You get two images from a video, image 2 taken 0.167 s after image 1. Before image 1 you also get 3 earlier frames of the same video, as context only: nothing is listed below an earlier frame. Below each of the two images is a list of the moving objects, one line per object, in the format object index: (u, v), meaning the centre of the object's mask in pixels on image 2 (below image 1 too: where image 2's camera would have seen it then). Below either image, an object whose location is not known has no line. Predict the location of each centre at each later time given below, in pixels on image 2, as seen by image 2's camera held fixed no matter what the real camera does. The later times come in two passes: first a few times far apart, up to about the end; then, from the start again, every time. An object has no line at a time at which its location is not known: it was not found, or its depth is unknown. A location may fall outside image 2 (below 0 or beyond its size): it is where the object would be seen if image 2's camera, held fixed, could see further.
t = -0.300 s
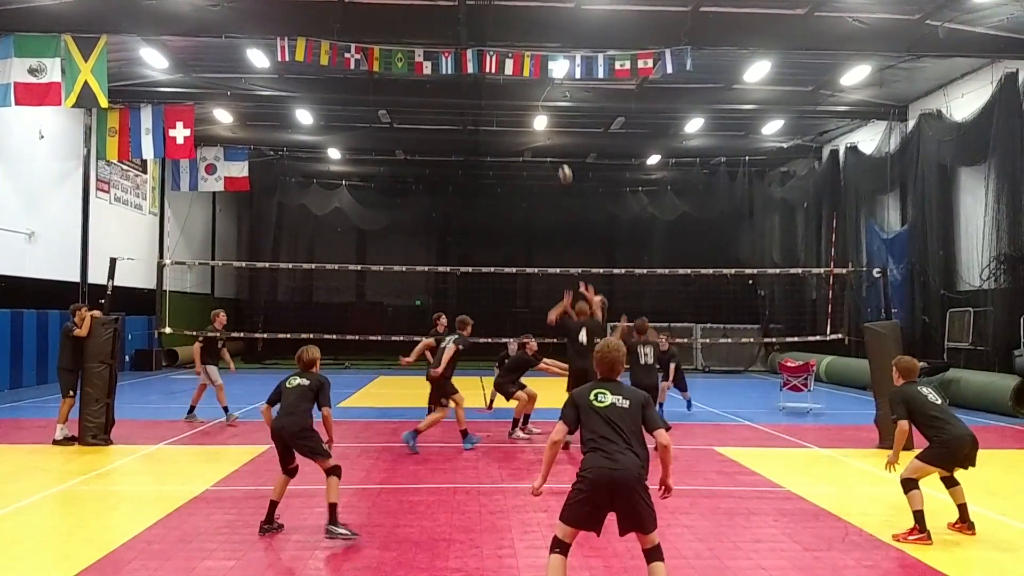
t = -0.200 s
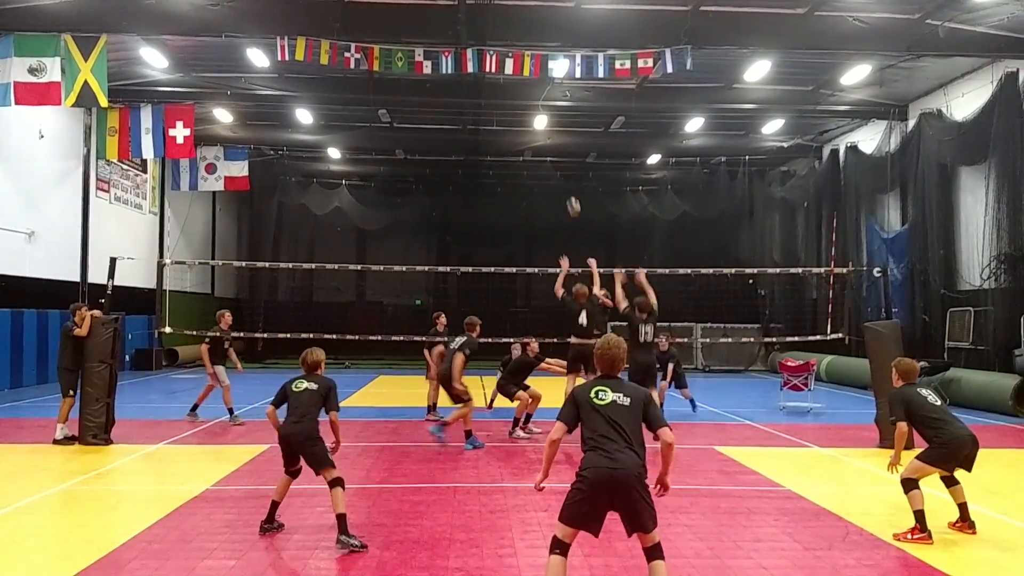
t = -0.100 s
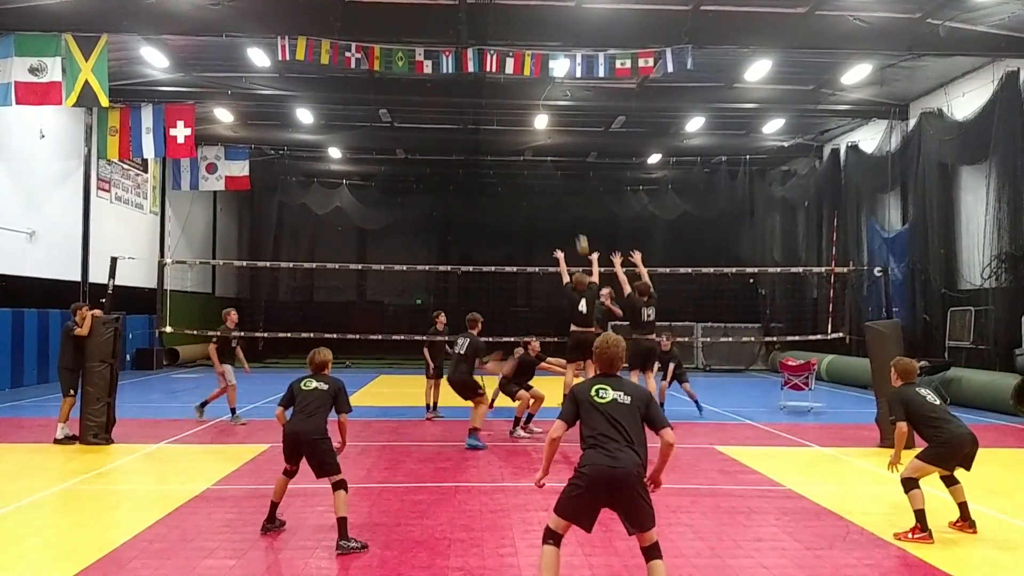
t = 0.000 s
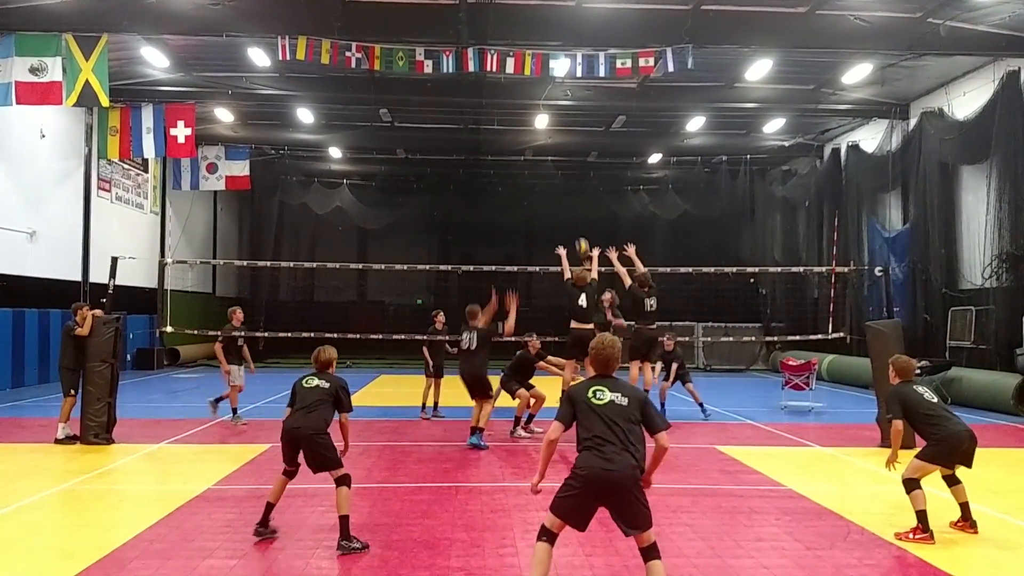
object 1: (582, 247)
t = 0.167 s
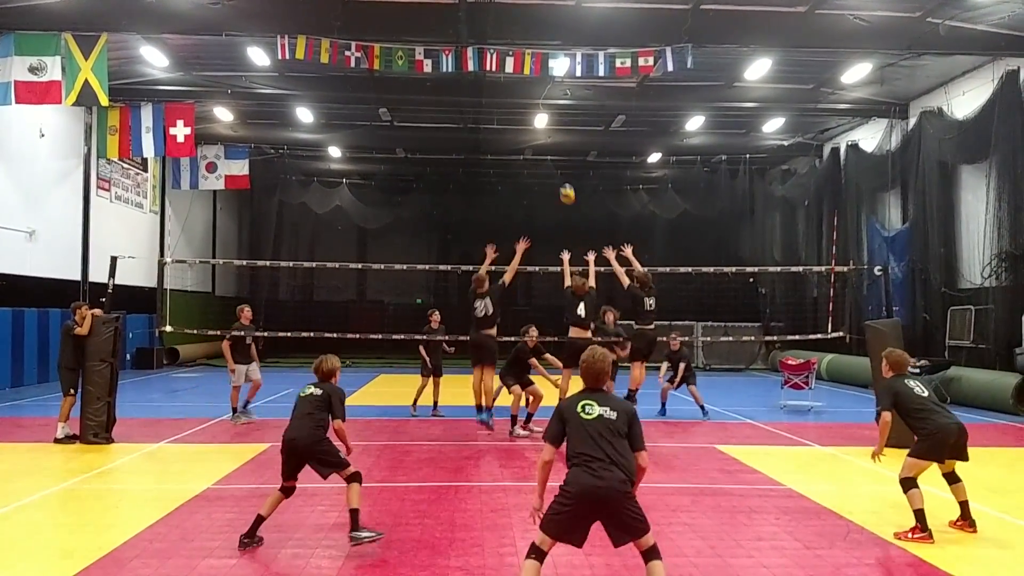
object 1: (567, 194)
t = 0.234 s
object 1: (560, 174)
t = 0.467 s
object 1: (526, 120)
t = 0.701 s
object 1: (482, 103)
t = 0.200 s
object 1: (564, 184)
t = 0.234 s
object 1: (560, 174)
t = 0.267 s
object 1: (556, 165)
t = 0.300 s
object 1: (552, 157)
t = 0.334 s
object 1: (548, 148)
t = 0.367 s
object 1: (543, 142)
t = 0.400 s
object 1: (538, 136)
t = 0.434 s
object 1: (533, 129)
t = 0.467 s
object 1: (526, 120)
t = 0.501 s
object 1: (522, 115)
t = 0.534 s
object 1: (517, 112)
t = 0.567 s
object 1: (510, 108)
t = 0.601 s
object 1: (504, 105)
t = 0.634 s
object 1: (497, 104)
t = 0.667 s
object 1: (490, 103)
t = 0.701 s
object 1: (482, 103)
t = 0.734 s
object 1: (474, 105)
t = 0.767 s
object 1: (464, 109)
